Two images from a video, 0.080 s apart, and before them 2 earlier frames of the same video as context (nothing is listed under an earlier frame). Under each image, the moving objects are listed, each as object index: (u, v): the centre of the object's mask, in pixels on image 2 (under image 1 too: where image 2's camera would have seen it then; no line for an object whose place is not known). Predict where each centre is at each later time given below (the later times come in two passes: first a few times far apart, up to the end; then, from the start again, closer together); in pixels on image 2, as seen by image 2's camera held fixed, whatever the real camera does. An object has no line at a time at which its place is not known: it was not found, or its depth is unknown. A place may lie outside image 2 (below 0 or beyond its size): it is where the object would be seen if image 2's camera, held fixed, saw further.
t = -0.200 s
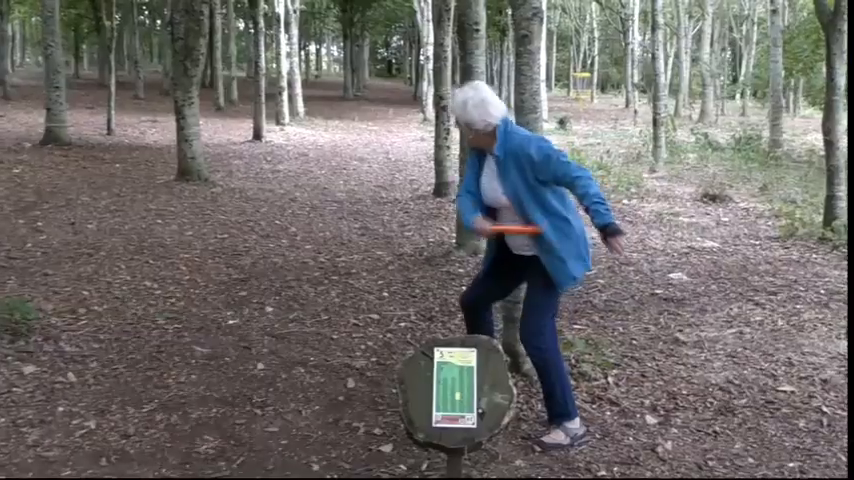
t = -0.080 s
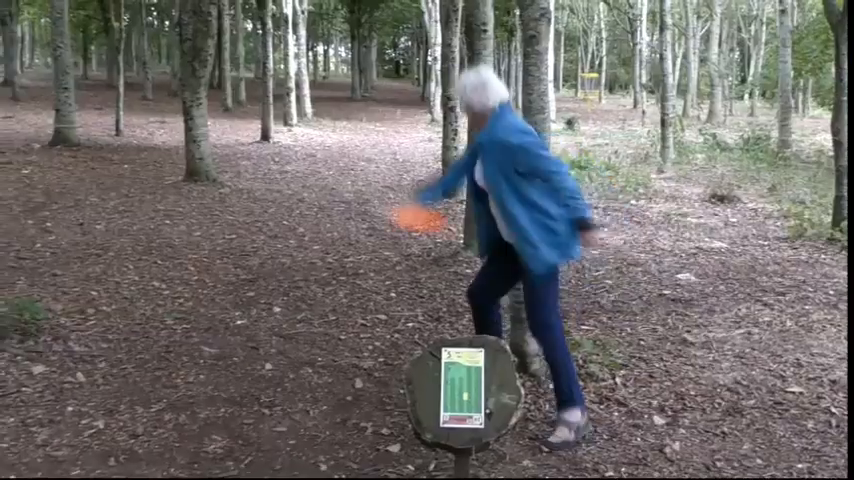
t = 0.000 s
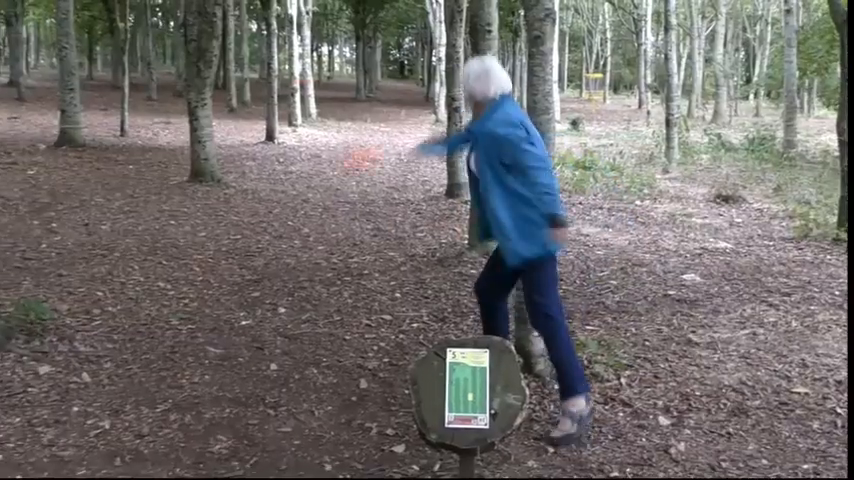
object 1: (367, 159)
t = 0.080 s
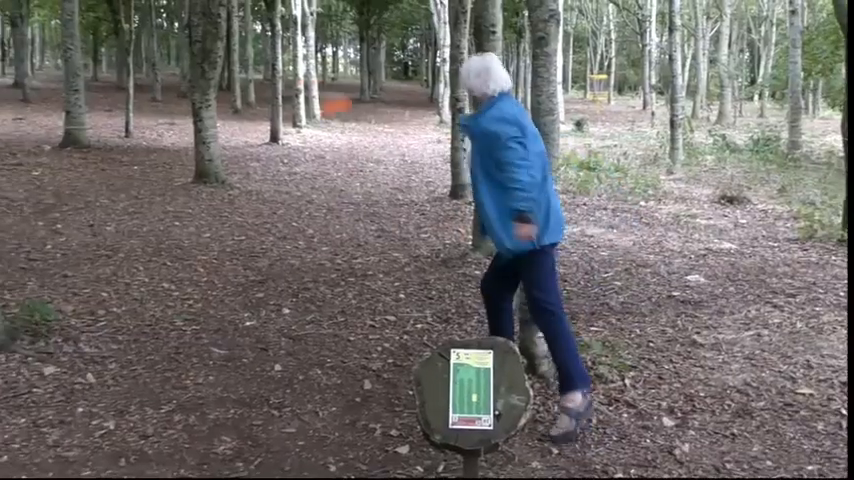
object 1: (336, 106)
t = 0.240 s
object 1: (292, 54)
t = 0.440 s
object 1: (253, 32)
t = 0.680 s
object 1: (228, 30)
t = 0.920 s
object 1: (253, 70)
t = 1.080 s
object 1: (267, 126)
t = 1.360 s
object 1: (295, 194)
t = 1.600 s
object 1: (329, 206)
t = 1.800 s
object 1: (337, 213)
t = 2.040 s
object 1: (338, 214)
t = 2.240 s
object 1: (337, 214)
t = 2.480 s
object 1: (337, 214)
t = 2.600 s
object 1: (337, 214)
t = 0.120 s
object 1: (321, 88)
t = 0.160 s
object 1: (312, 75)
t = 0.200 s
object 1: (300, 63)
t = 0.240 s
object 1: (292, 54)
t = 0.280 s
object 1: (282, 47)
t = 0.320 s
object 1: (275, 41)
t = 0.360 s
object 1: (267, 37)
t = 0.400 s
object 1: (261, 34)
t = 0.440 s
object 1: (253, 32)
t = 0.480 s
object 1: (247, 31)
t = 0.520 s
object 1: (242, 29)
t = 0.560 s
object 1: (234, 29)
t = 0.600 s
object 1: (228, 30)
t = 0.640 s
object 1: (226, 29)
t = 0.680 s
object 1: (228, 30)
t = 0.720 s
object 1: (232, 34)
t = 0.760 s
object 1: (238, 37)
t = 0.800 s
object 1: (242, 43)
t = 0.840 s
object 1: (246, 50)
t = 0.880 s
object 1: (251, 61)
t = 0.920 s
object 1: (253, 70)
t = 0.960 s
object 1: (258, 81)
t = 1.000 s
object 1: (263, 93)
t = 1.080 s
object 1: (267, 126)
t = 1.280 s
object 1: (280, 196)
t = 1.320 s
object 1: (289, 194)
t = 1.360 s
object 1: (295, 194)
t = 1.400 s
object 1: (302, 196)
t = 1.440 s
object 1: (309, 199)
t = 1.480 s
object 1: (318, 205)
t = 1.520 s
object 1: (322, 205)
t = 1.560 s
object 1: (326, 205)
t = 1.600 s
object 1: (329, 206)
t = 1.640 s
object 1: (332, 207)
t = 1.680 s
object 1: (334, 207)
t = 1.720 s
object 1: (335, 208)
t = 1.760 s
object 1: (336, 211)
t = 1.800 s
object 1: (337, 213)
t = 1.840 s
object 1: (337, 214)
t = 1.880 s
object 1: (337, 214)
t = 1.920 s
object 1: (337, 214)
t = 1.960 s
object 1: (338, 214)
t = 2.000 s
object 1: (338, 214)
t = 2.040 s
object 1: (338, 214)
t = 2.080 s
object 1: (337, 214)
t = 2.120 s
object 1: (337, 214)
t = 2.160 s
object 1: (338, 214)
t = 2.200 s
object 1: (337, 214)
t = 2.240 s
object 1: (337, 214)
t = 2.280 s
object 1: (338, 214)
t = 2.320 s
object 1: (337, 214)
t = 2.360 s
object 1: (337, 214)
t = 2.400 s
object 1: (337, 214)
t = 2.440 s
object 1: (337, 214)
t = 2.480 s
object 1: (337, 214)
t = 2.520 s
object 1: (337, 214)
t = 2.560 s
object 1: (337, 214)
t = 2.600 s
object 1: (337, 214)
